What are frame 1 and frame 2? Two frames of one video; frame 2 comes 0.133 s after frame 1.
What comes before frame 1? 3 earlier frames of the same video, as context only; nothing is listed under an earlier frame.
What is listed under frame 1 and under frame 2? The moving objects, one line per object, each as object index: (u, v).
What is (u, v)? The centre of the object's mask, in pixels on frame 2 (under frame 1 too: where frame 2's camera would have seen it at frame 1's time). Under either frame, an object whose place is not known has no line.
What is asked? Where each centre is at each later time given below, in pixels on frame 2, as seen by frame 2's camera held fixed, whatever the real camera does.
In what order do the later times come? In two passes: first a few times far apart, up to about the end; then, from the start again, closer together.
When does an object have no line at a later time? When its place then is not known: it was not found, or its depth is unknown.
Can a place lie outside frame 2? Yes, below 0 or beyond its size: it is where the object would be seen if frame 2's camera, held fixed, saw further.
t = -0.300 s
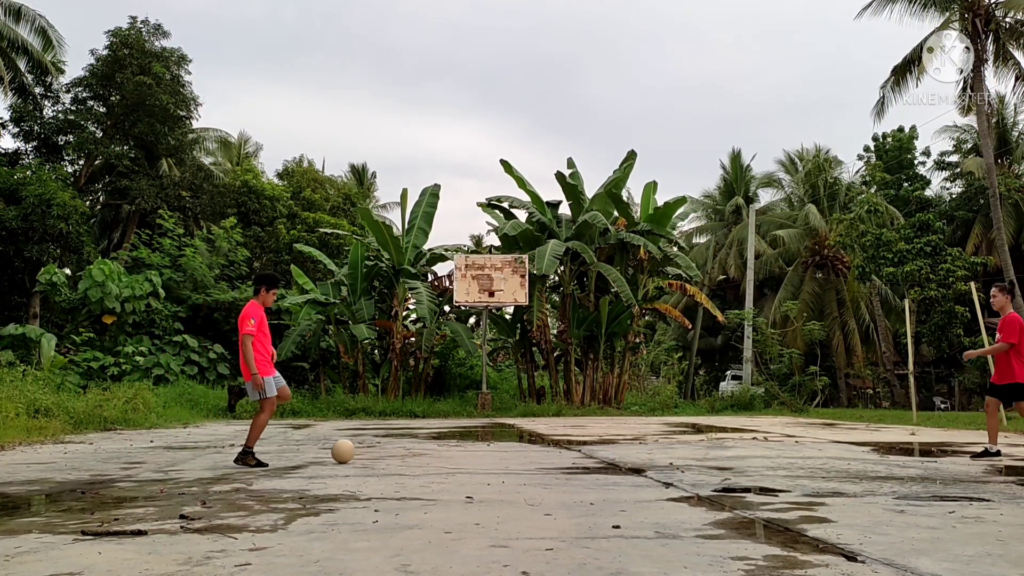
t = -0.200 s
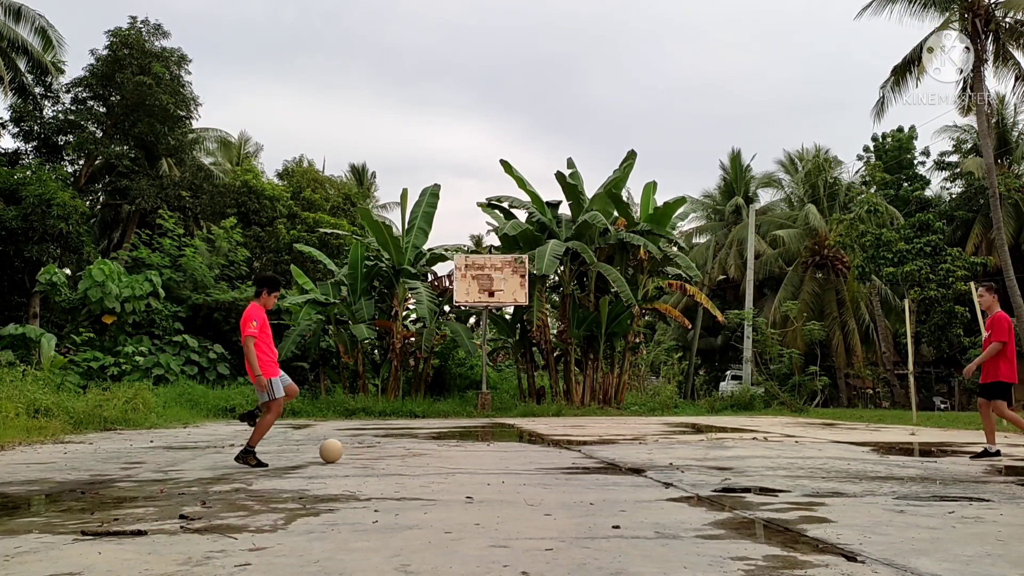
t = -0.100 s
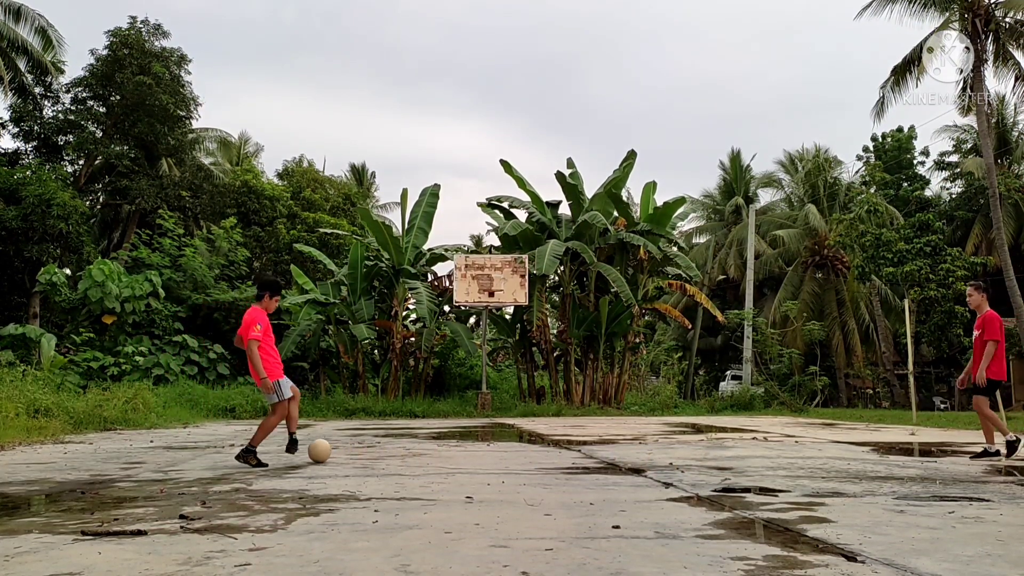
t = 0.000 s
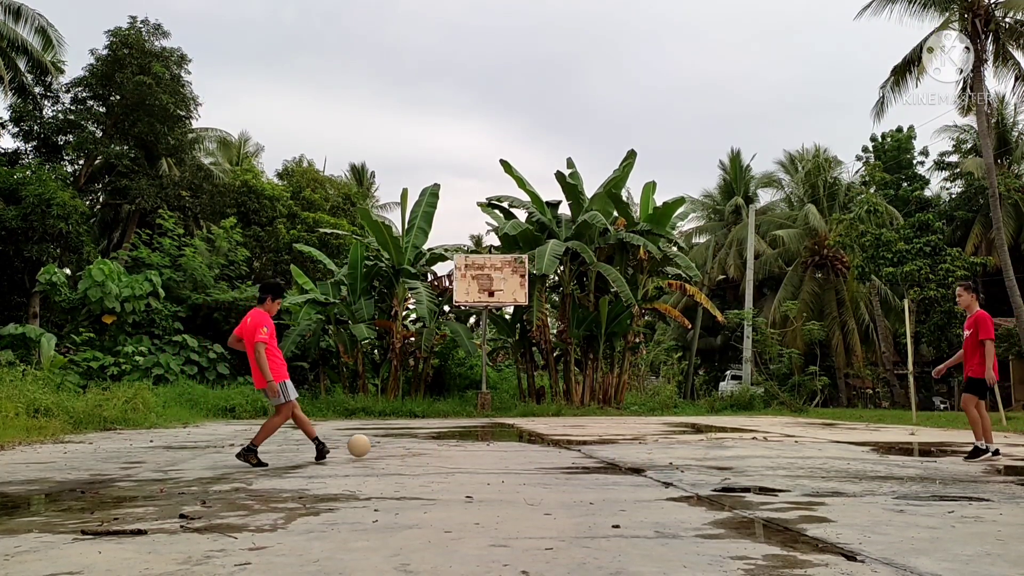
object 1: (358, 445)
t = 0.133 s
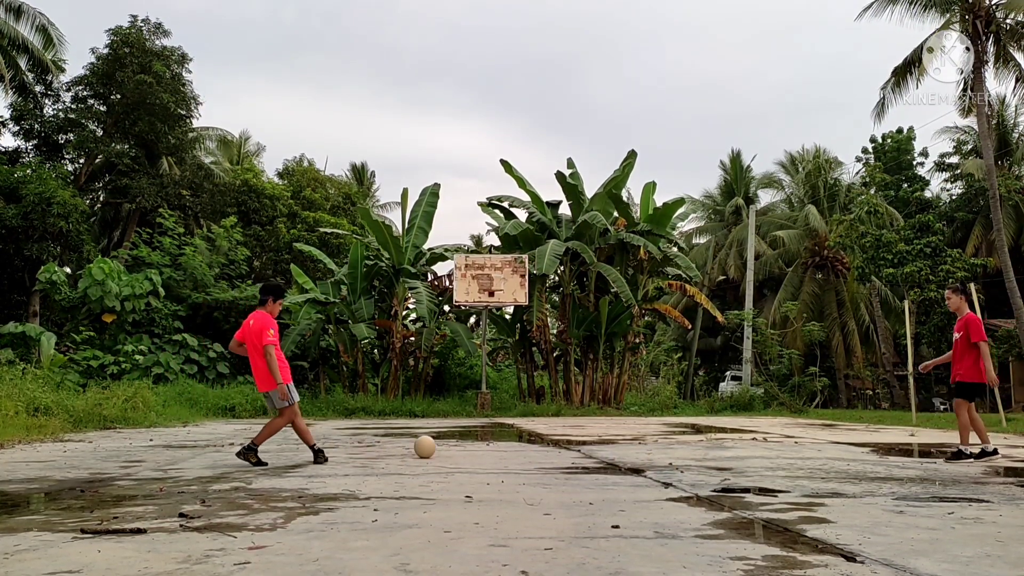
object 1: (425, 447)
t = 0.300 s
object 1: (478, 446)
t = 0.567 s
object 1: (554, 444)
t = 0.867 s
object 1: (630, 440)
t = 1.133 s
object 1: (691, 439)
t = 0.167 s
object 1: (436, 445)
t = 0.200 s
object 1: (446, 444)
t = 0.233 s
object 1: (457, 444)
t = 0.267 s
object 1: (467, 445)
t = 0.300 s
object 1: (478, 446)
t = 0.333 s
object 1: (488, 444)
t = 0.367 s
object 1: (498, 443)
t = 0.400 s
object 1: (507, 444)
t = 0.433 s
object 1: (516, 445)
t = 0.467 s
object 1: (526, 444)
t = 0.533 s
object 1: (545, 444)
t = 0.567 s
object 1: (554, 444)
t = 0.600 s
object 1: (563, 444)
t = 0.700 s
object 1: (589, 443)
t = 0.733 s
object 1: (598, 443)
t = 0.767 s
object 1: (606, 443)
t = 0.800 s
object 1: (614, 441)
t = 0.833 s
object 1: (622, 441)
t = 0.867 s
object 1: (630, 440)
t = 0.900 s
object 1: (638, 440)
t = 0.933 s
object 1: (646, 440)
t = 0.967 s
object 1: (654, 440)
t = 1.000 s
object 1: (661, 440)
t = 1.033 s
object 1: (669, 440)
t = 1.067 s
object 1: (676, 439)
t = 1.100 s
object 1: (684, 439)
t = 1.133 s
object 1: (691, 439)
